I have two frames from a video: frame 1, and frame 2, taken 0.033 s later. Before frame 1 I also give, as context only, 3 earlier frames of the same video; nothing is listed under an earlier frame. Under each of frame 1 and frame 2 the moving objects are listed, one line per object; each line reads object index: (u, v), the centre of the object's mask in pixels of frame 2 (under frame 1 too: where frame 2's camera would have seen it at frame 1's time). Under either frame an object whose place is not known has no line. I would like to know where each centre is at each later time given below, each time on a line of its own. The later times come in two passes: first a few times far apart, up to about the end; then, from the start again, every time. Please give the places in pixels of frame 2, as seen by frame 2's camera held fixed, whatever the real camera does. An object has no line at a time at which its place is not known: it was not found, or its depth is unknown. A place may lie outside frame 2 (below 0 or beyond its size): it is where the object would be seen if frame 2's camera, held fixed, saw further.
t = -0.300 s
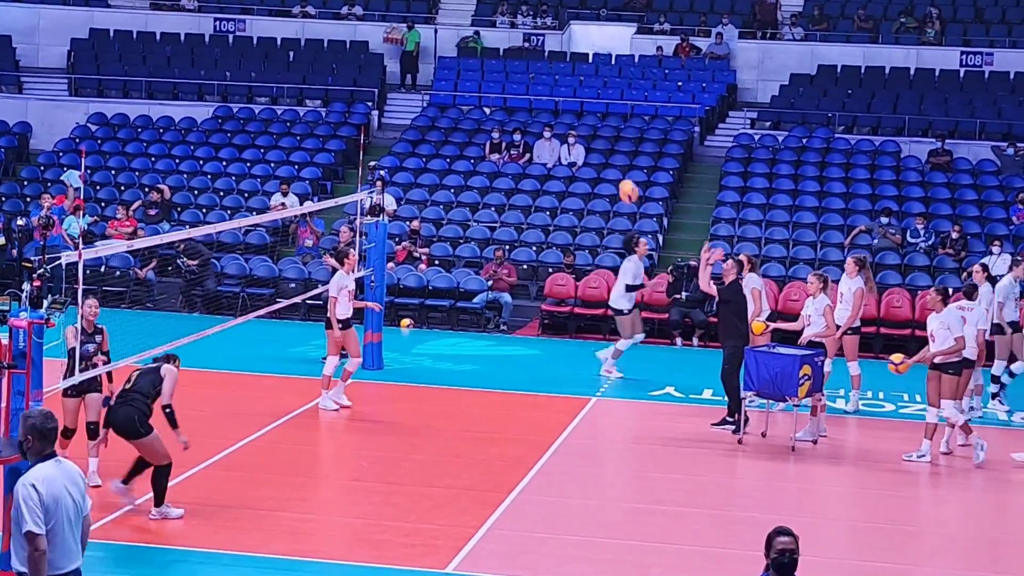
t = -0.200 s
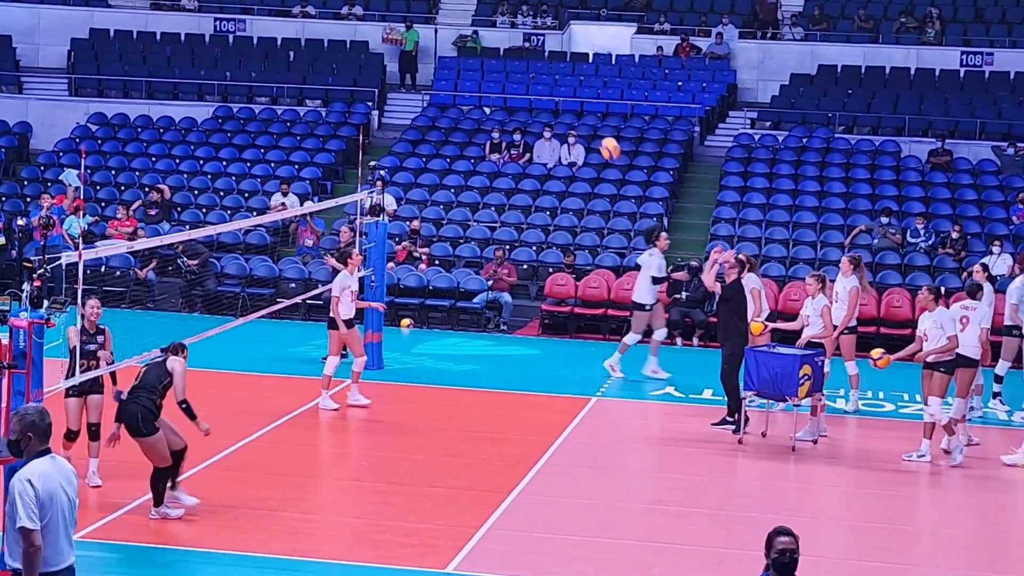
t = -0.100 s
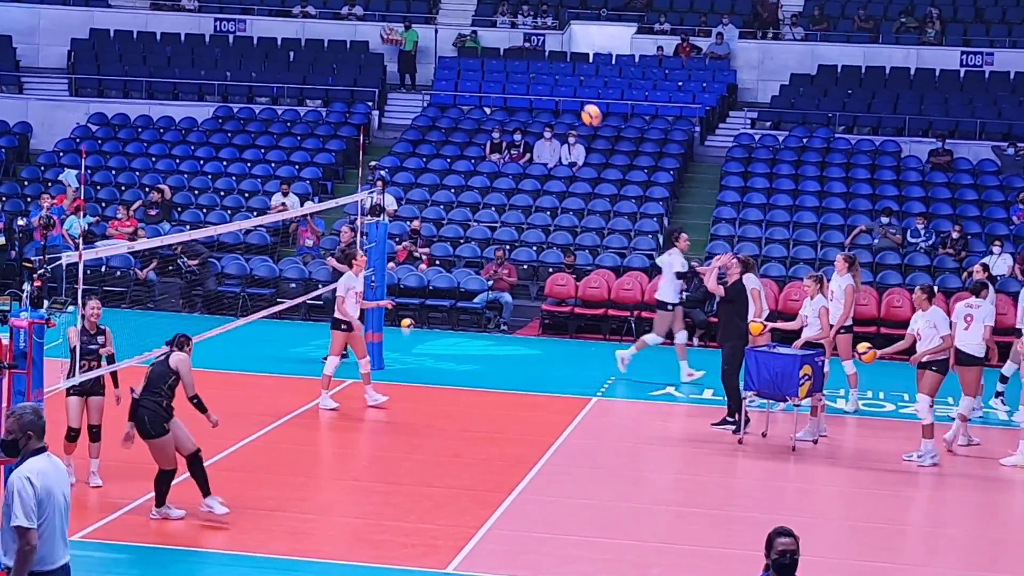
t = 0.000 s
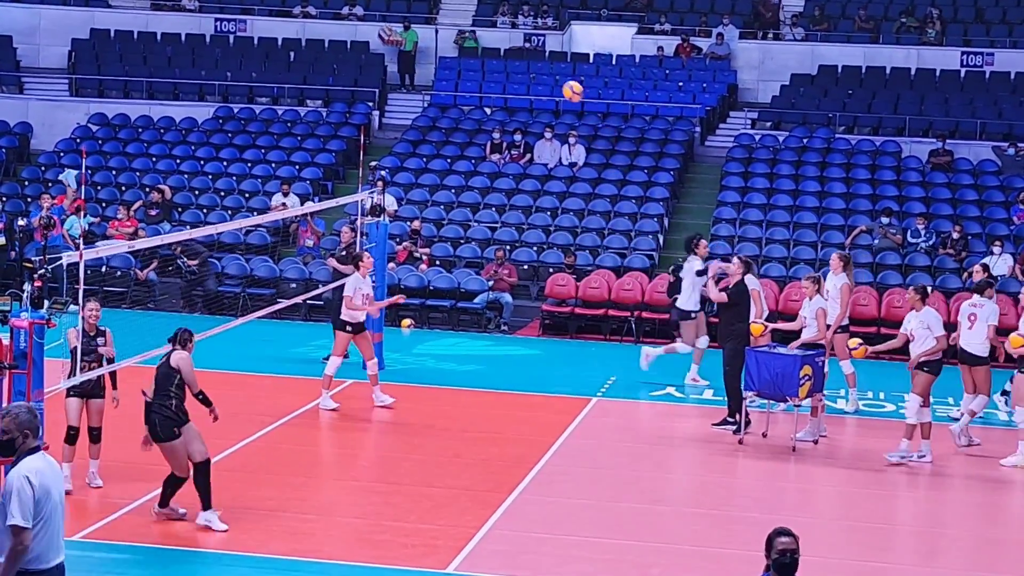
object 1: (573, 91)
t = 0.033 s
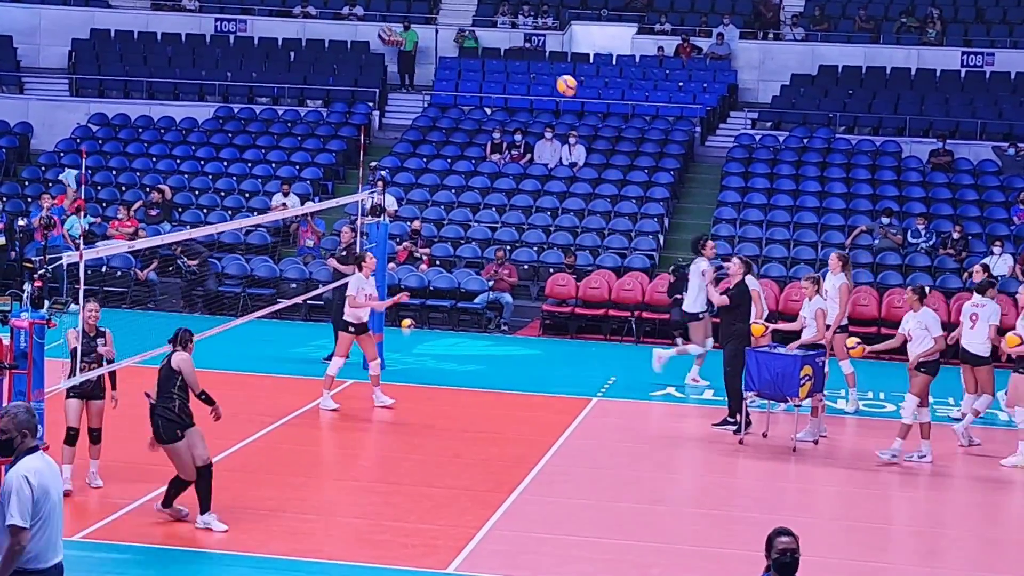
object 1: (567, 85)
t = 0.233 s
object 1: (528, 71)
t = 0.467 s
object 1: (483, 98)
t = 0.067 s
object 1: (560, 80)
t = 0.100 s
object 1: (554, 77)
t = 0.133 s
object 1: (548, 74)
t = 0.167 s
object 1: (541, 72)
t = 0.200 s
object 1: (535, 70)
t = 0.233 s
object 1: (528, 71)
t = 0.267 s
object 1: (522, 72)
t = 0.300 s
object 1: (516, 74)
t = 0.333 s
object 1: (509, 77)
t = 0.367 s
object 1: (503, 81)
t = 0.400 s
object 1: (496, 85)
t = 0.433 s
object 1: (489, 91)
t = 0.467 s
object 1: (483, 98)
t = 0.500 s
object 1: (476, 106)
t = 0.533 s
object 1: (470, 115)
